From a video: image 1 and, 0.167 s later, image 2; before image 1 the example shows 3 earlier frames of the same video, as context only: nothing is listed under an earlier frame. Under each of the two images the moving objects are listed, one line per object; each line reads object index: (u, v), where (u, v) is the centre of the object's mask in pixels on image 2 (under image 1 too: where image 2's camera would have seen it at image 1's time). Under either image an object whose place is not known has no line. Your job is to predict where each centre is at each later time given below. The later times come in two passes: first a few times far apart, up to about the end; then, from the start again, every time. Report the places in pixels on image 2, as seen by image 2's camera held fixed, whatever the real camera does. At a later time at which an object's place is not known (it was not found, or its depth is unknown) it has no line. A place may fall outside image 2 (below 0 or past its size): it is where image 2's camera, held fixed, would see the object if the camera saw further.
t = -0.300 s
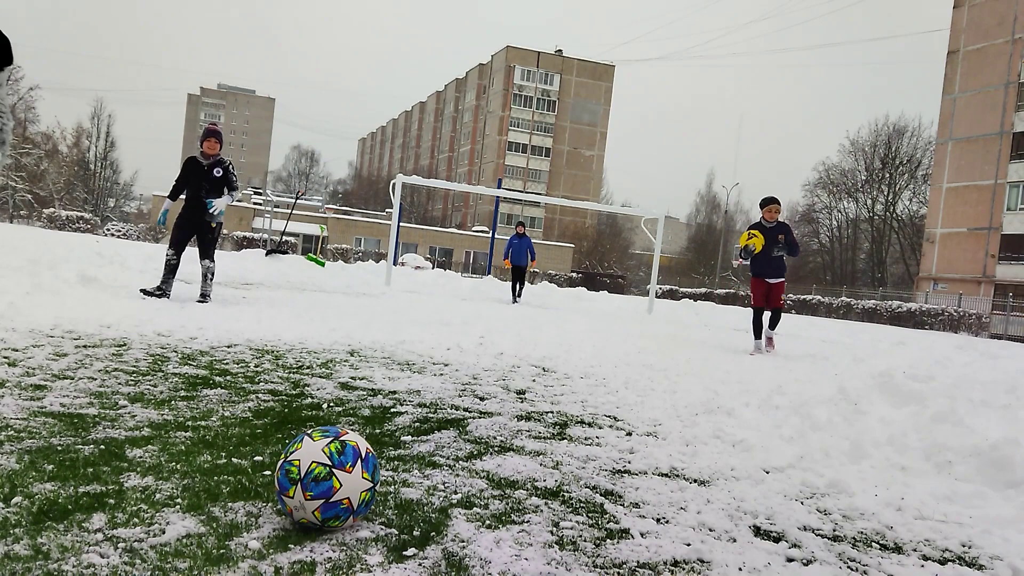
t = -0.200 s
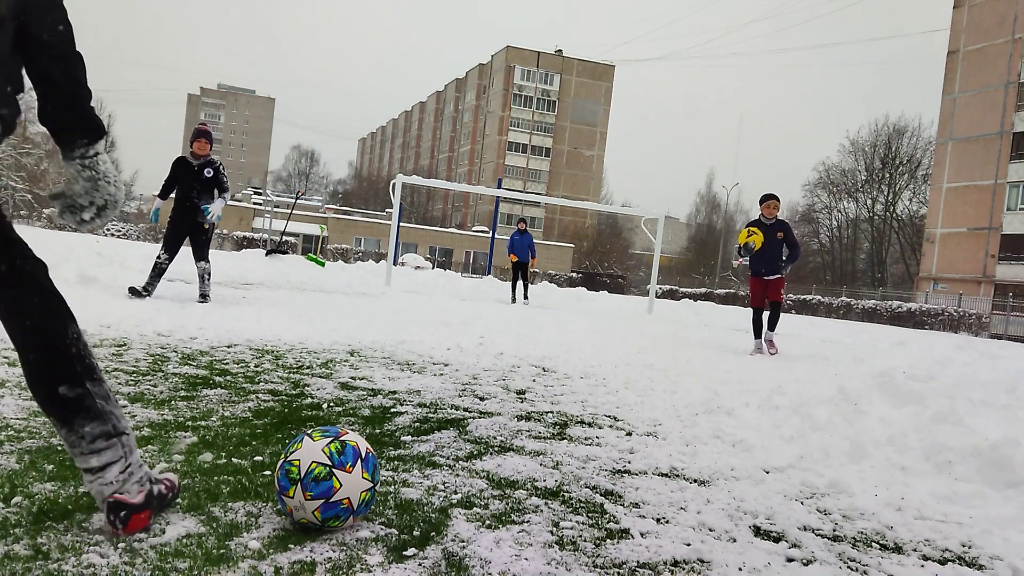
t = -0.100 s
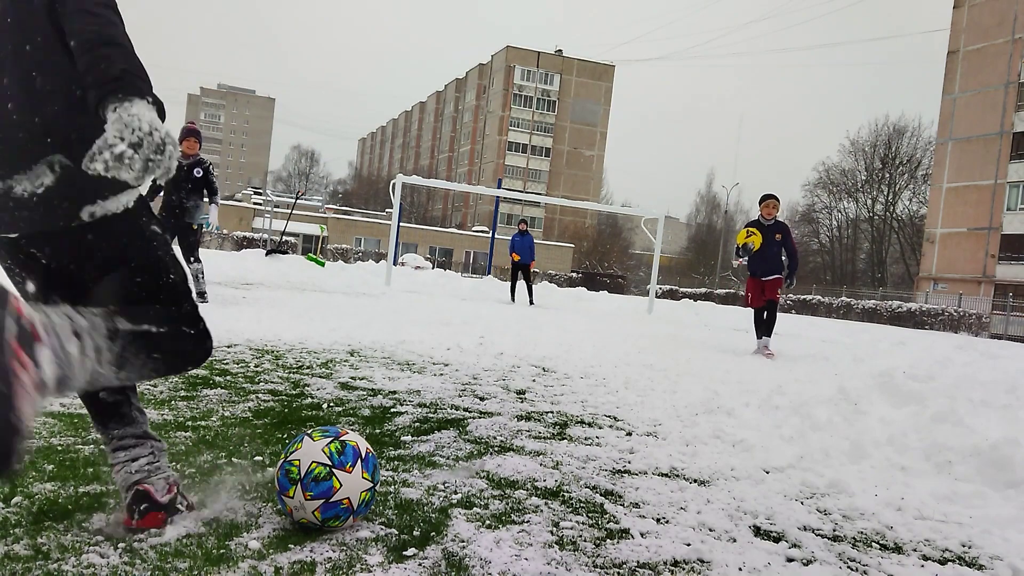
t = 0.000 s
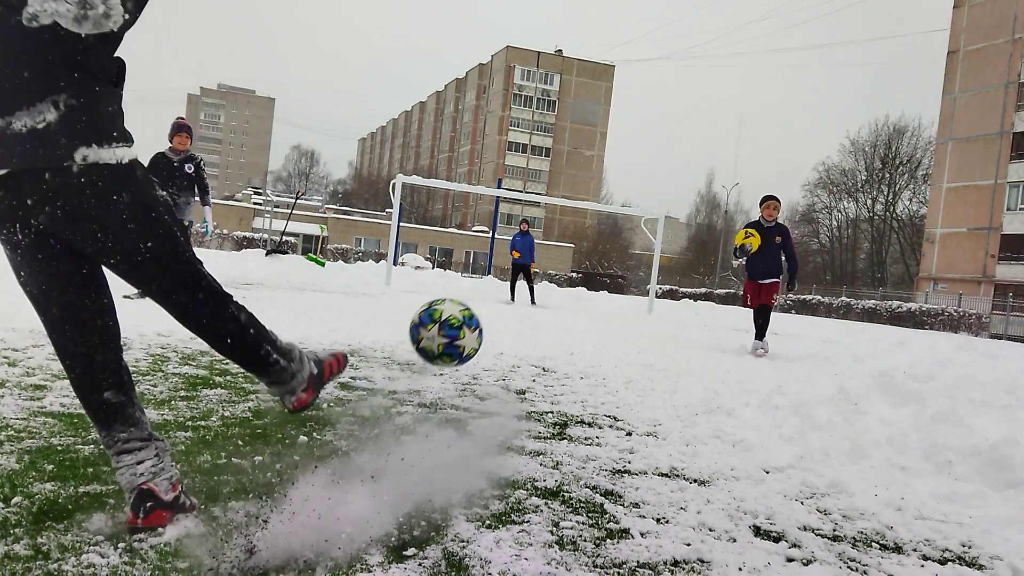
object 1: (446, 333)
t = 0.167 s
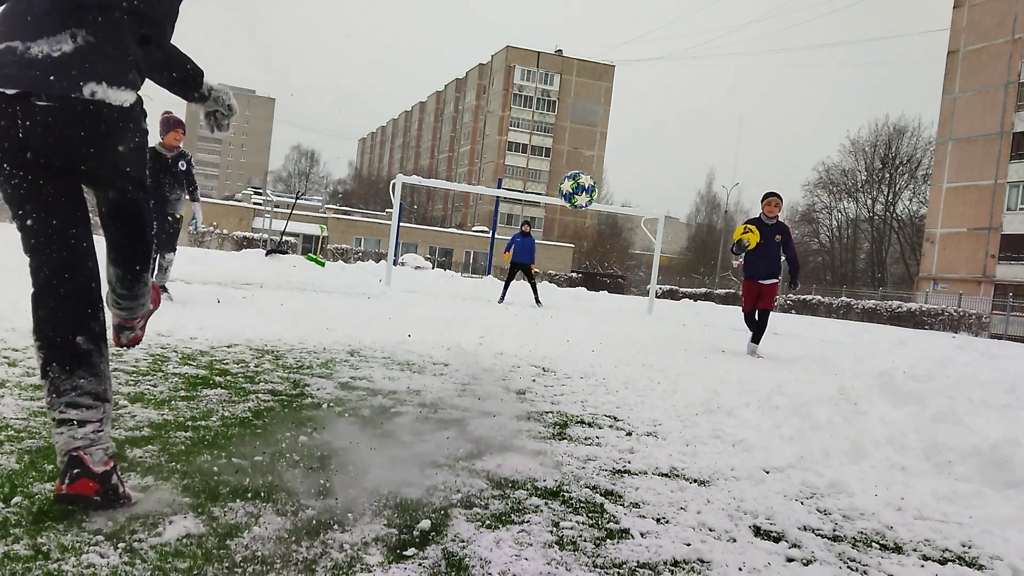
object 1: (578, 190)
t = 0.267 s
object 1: (603, 175)
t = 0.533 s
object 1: (625, 191)
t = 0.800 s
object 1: (640, 244)
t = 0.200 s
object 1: (589, 183)
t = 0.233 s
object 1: (597, 178)
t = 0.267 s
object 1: (603, 175)
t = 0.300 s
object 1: (608, 174)
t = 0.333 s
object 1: (612, 175)
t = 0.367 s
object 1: (614, 176)
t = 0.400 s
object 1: (616, 178)
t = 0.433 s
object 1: (618, 180)
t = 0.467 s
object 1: (620, 183)
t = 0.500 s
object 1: (622, 187)
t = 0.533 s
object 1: (625, 191)
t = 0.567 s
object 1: (627, 196)
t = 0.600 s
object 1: (630, 201)
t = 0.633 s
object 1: (632, 207)
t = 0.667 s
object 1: (634, 213)
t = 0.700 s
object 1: (636, 220)
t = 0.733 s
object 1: (638, 227)
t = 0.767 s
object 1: (639, 235)
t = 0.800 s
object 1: (640, 244)
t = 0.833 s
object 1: (641, 253)
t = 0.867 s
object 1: (641, 262)
